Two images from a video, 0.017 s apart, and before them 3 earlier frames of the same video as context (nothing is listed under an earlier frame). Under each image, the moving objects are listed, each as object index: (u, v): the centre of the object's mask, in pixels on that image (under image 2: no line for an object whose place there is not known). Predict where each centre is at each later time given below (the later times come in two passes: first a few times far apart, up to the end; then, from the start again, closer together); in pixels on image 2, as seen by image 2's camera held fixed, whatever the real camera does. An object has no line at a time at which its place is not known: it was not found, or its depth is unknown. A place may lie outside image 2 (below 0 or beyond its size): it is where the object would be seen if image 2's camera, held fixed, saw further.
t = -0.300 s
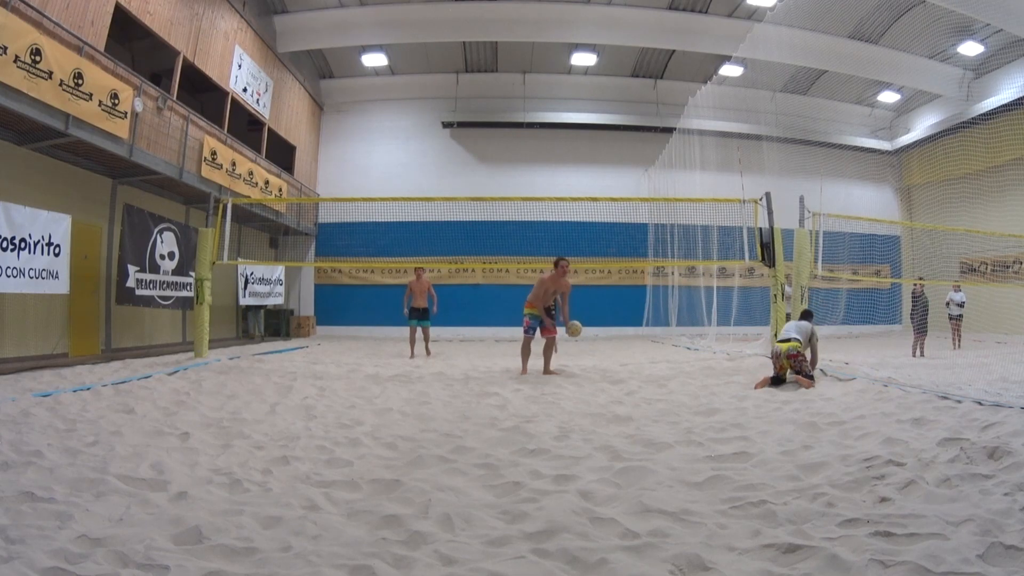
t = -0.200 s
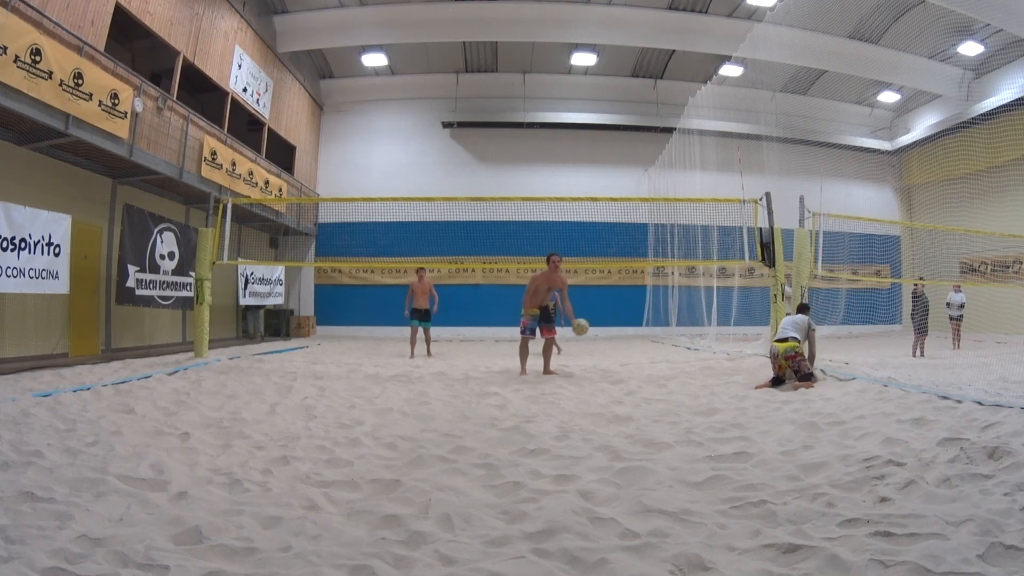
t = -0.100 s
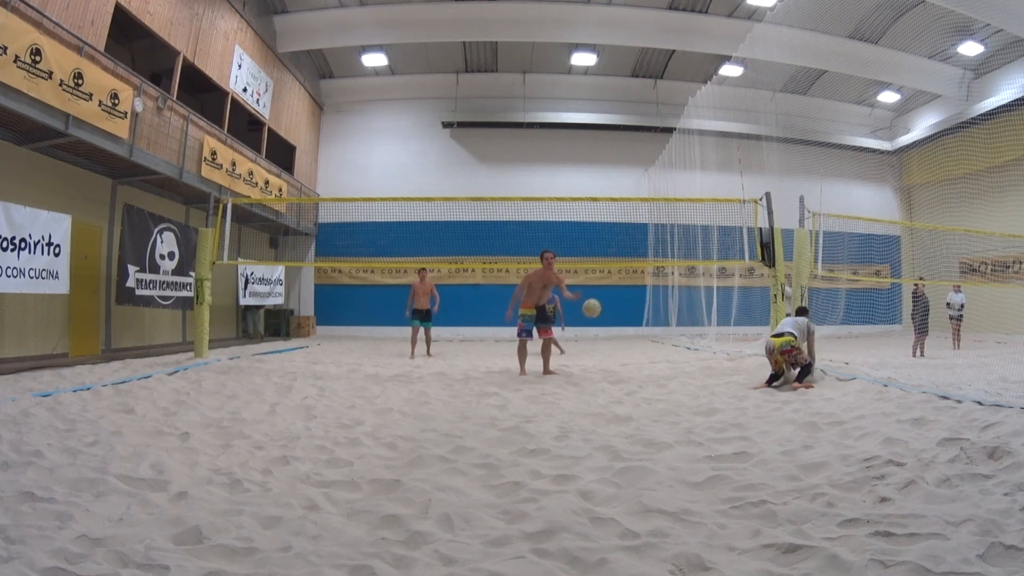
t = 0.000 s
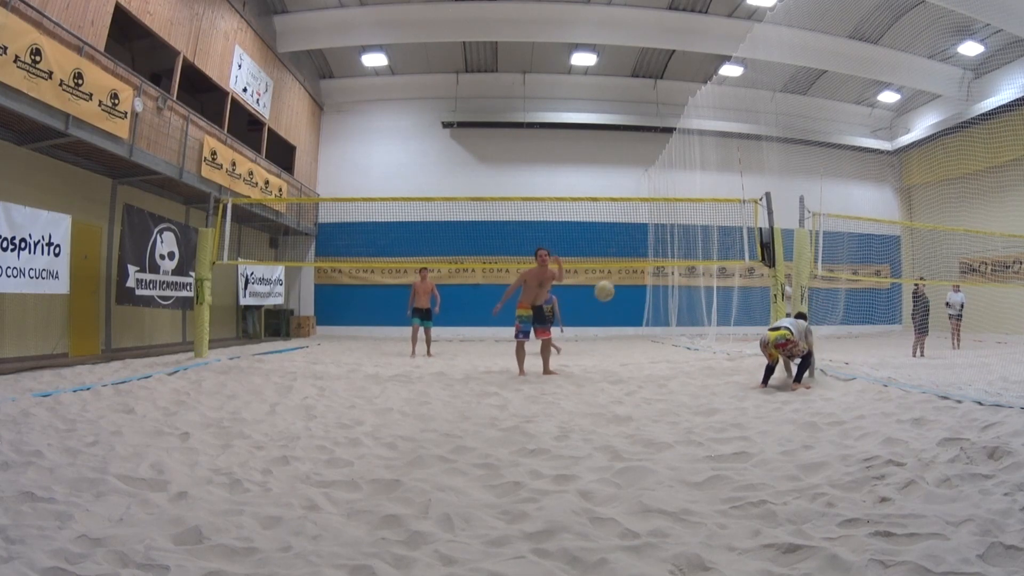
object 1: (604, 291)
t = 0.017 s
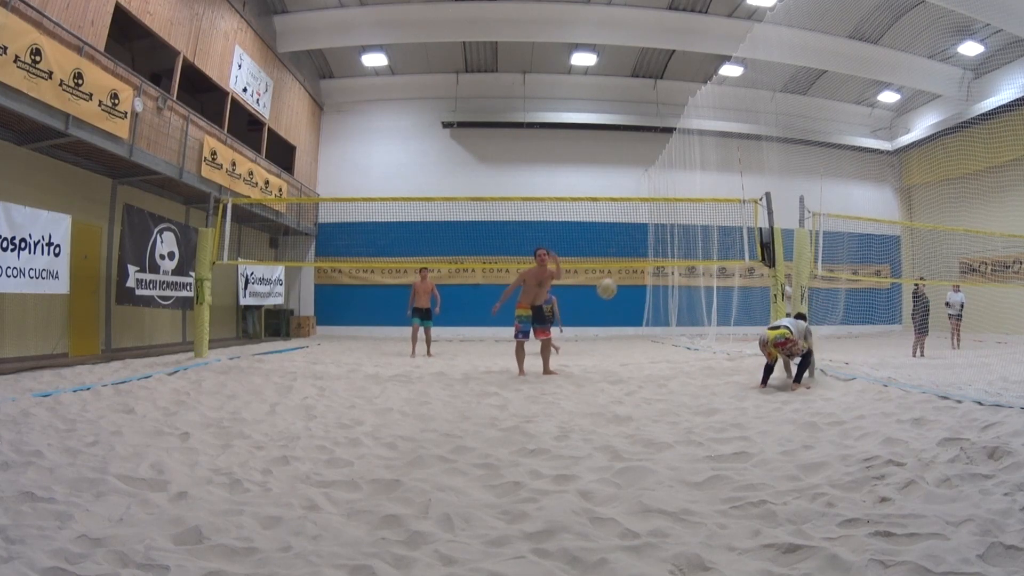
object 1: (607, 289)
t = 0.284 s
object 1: (655, 287)
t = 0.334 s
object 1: (667, 297)
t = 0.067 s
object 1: (614, 283)
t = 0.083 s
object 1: (616, 282)
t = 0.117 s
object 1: (621, 279)
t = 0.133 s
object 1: (624, 279)
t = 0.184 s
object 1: (633, 278)
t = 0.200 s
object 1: (637, 279)
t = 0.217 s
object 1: (640, 280)
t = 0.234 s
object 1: (643, 281)
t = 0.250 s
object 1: (647, 283)
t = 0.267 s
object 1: (650, 285)
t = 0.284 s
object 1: (655, 287)
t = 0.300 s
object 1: (659, 290)
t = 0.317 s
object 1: (662, 293)
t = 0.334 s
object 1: (667, 297)
